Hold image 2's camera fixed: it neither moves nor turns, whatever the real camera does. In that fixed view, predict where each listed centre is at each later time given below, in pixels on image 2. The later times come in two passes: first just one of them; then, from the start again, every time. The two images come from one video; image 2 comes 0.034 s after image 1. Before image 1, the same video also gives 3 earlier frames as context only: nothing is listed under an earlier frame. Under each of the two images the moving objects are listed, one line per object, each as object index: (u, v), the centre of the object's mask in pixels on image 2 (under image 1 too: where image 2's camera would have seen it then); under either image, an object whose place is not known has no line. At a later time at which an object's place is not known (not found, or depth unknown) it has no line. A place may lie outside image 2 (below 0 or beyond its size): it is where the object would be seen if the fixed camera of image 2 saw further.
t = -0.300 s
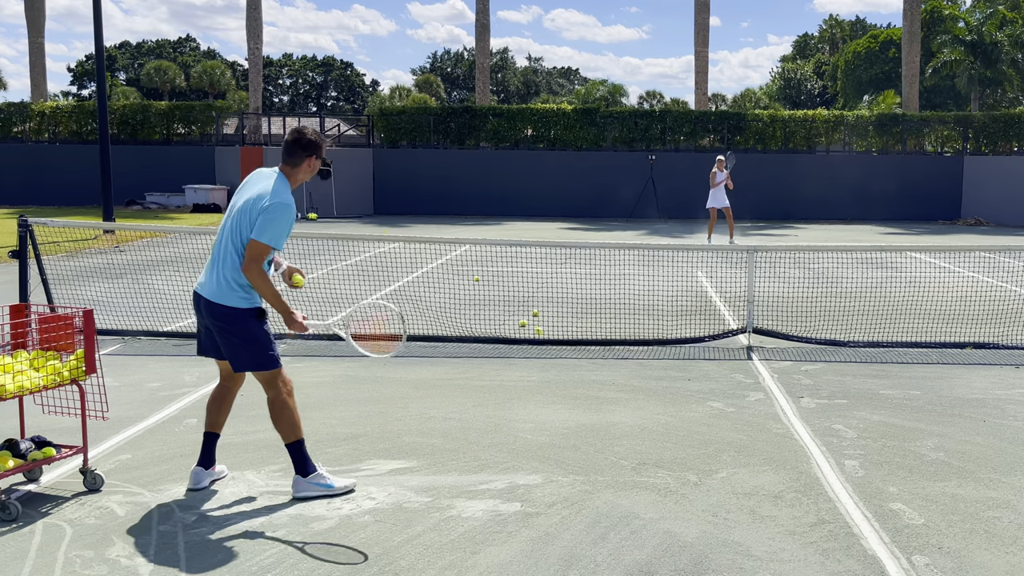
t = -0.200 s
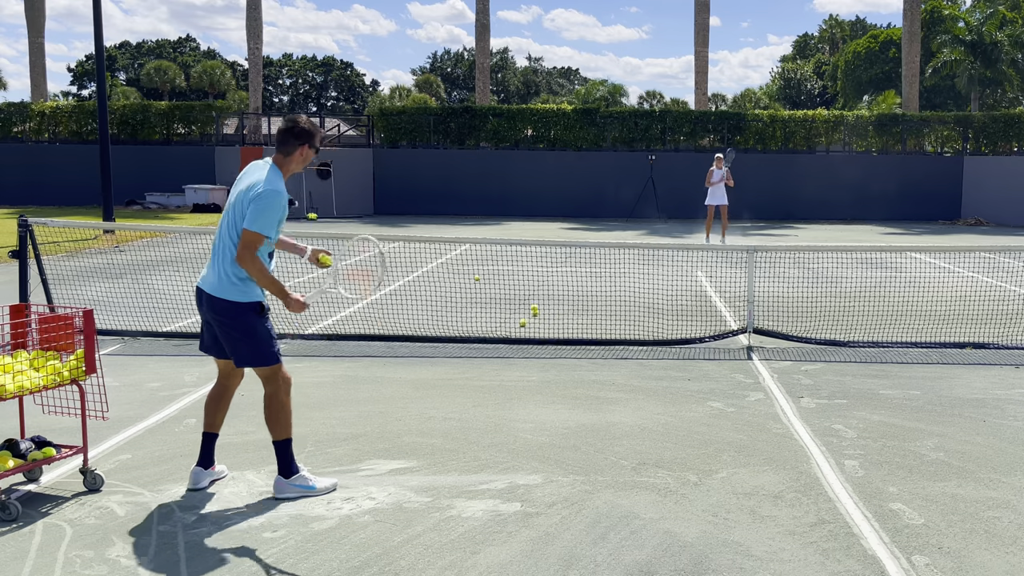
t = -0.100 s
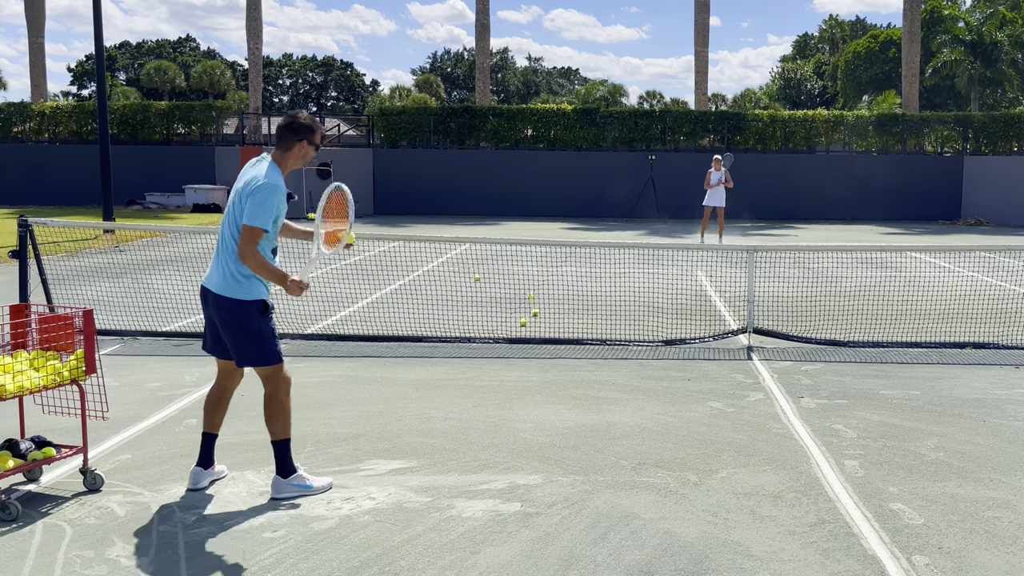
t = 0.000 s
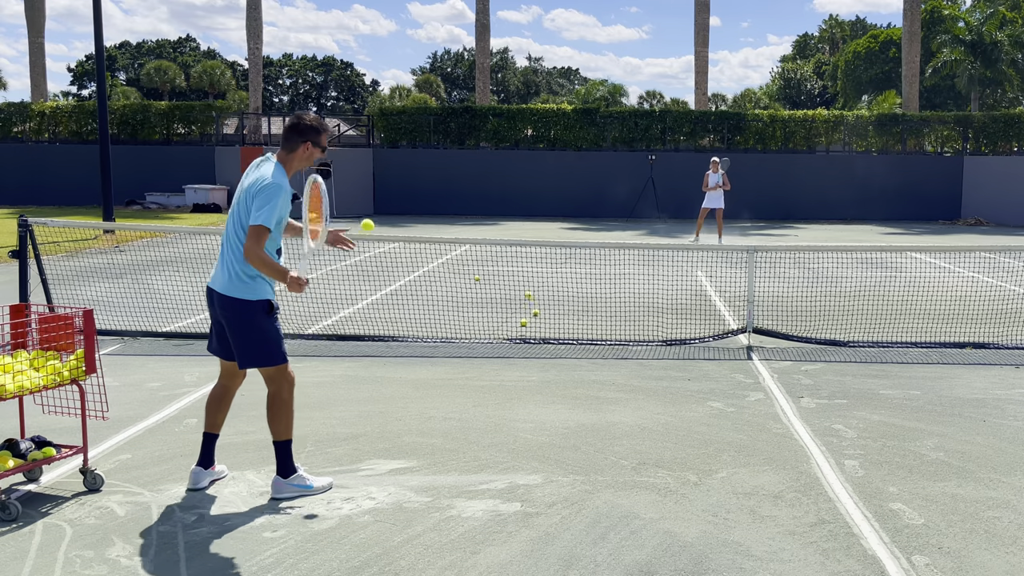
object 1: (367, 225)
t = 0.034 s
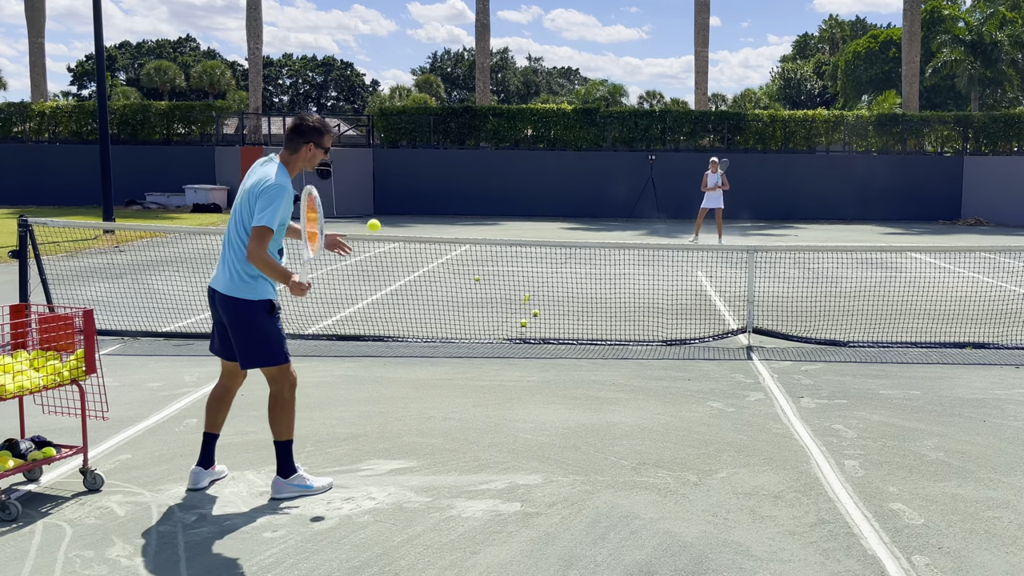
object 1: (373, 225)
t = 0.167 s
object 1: (400, 247)
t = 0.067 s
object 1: (380, 228)
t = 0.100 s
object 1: (386, 232)
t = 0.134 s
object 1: (393, 239)
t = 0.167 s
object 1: (400, 247)
